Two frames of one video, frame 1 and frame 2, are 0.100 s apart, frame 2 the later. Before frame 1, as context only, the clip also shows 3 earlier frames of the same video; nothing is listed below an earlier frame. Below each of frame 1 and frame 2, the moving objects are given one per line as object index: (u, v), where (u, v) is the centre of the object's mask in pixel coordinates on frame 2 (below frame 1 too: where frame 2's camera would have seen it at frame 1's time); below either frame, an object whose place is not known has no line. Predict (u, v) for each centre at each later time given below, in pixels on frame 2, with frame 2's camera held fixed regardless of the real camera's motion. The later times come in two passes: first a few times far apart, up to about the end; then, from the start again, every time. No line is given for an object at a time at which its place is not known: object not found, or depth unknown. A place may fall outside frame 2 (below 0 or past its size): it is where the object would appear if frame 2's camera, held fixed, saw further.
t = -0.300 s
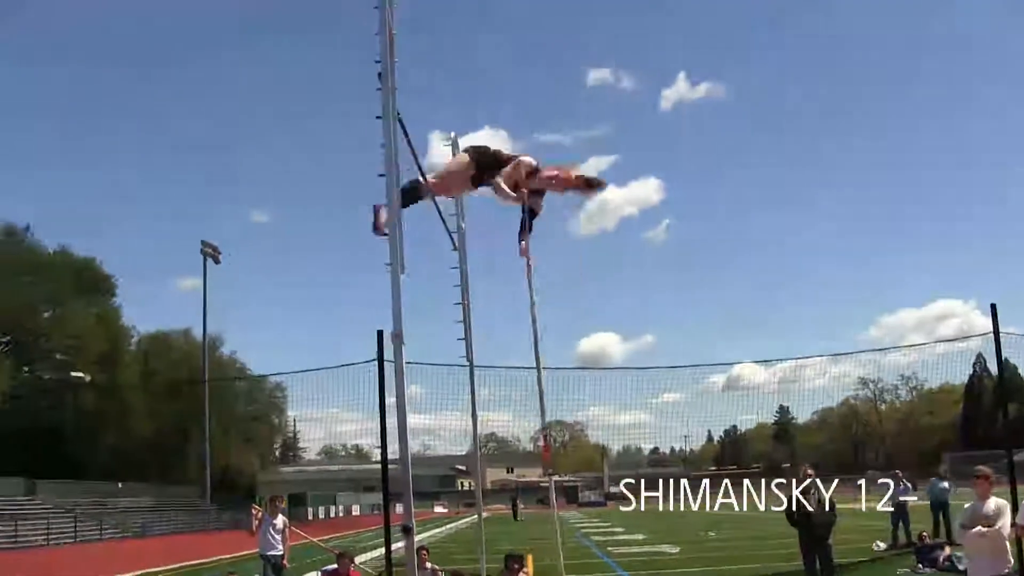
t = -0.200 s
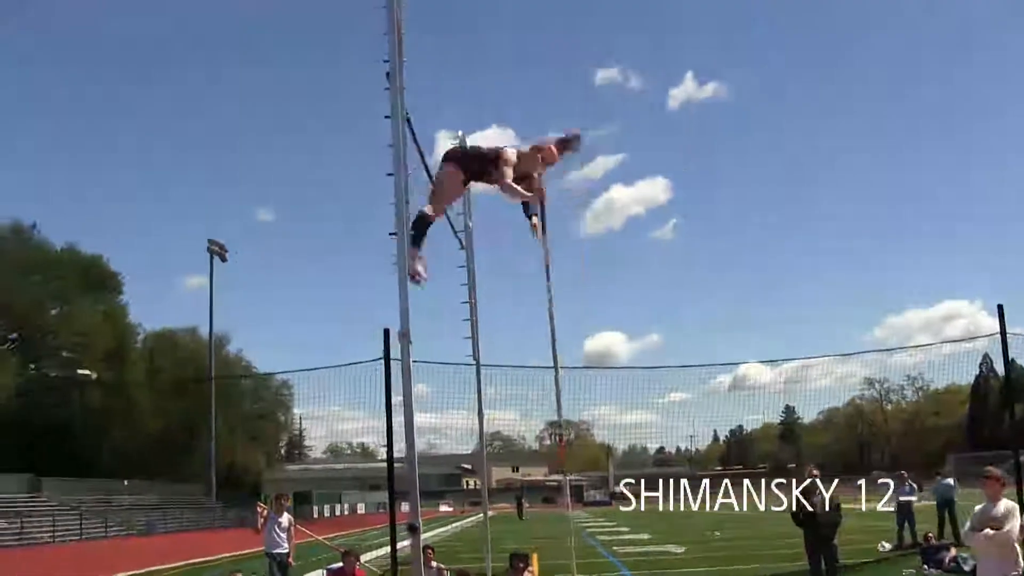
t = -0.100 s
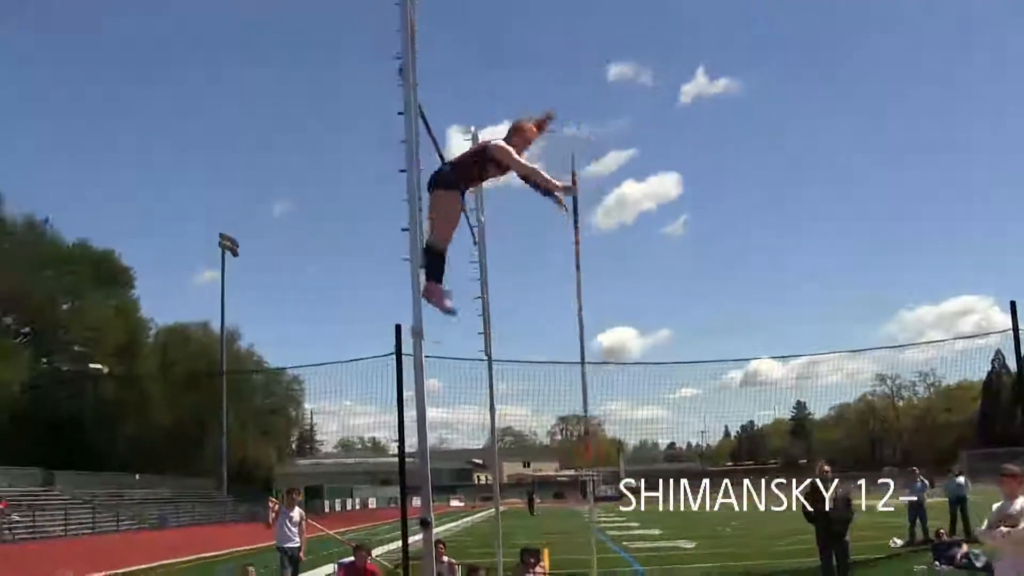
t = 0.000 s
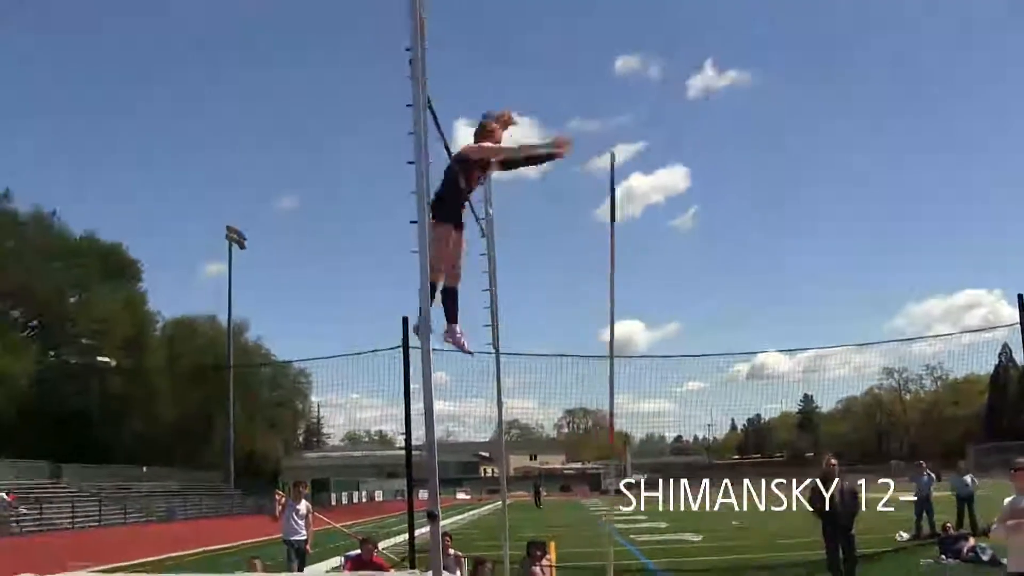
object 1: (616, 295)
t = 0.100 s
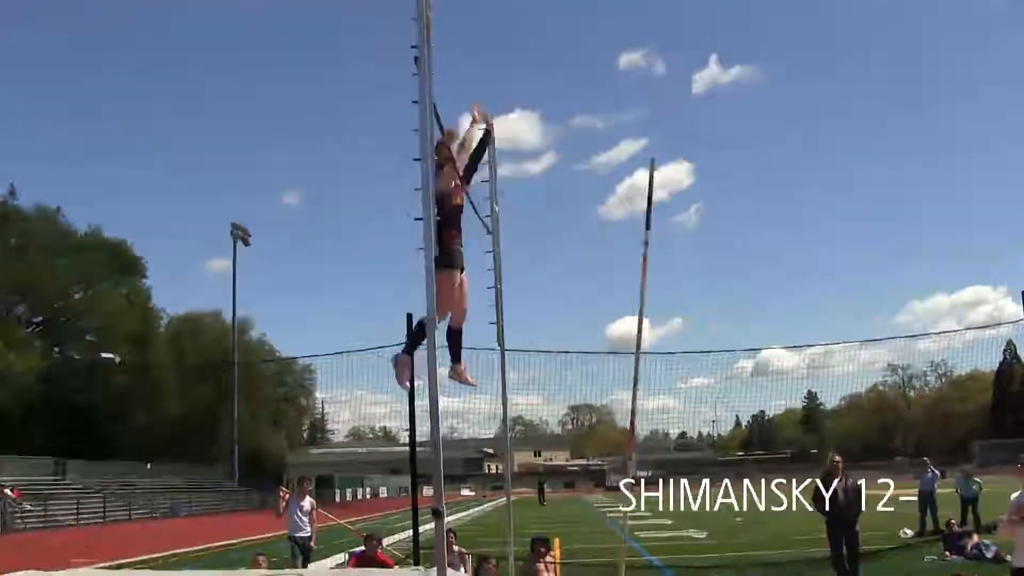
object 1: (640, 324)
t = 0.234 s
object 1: (673, 329)
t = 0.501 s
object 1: (757, 339)
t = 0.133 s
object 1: (647, 328)
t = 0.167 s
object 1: (658, 306)
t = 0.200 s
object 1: (668, 307)
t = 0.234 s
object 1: (673, 329)
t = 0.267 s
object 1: (681, 336)
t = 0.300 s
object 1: (691, 334)
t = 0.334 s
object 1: (700, 338)
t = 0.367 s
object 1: (710, 335)
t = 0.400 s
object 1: (724, 324)
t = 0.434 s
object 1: (736, 327)
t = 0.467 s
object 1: (746, 335)
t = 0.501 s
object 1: (757, 339)
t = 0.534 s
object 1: (773, 334)
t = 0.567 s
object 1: (785, 342)
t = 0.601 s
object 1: (784, 379)
